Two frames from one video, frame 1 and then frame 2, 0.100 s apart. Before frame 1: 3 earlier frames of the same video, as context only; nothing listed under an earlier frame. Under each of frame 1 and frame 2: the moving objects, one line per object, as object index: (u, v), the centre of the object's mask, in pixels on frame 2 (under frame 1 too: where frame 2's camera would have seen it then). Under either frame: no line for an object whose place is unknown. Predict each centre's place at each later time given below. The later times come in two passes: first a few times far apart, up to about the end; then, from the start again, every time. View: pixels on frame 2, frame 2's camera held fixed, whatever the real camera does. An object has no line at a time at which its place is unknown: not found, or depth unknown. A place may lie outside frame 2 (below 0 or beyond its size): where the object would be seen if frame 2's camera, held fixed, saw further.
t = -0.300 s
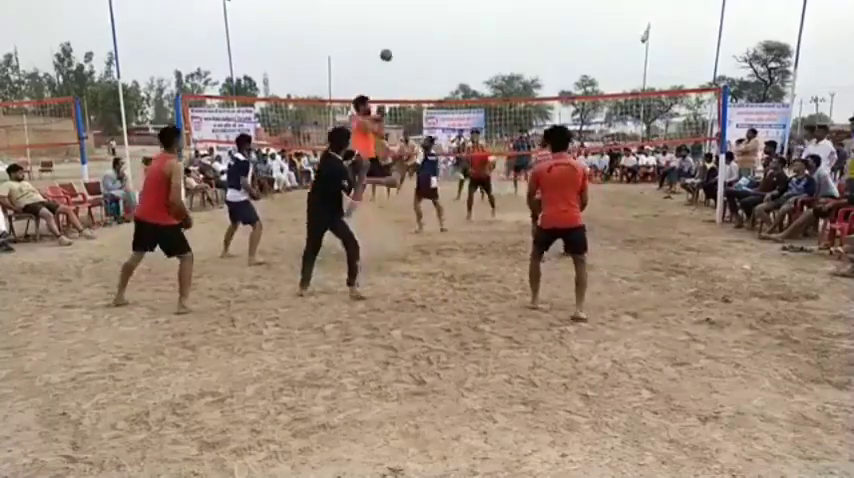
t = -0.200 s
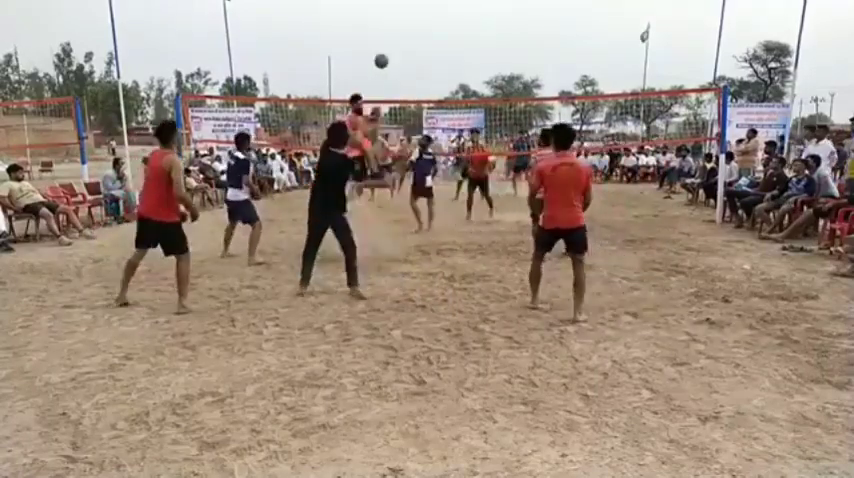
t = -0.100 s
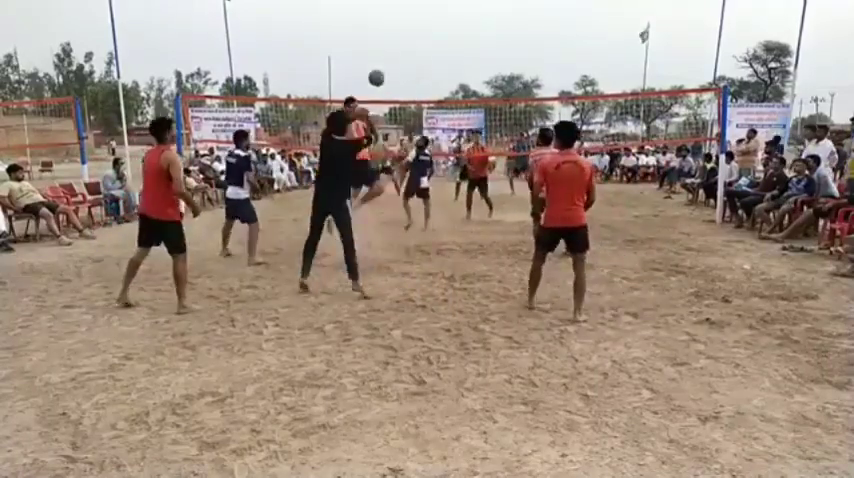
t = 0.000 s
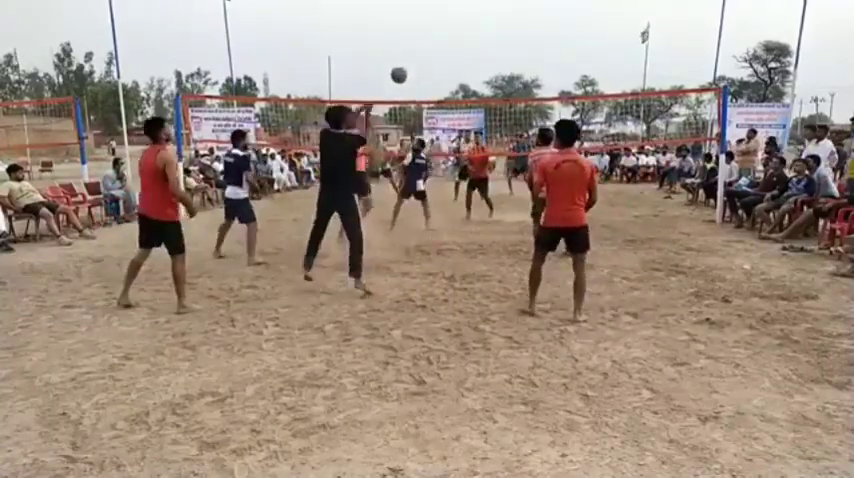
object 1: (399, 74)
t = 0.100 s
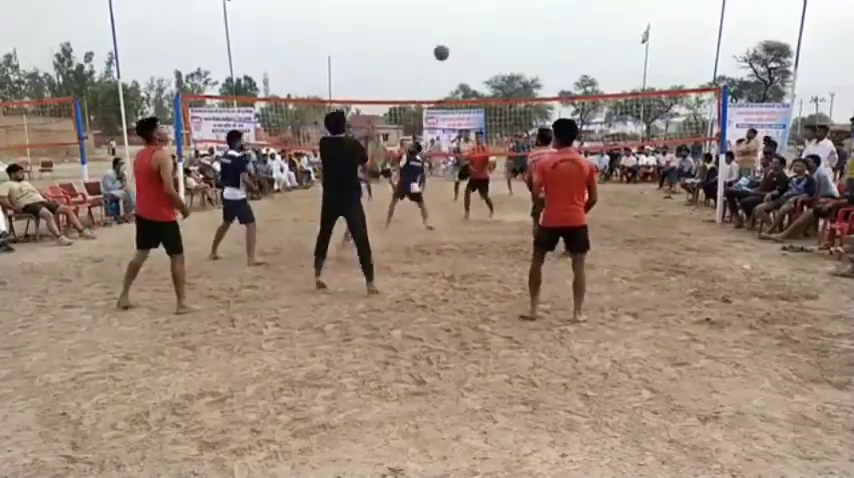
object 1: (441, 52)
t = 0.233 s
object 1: (487, 39)
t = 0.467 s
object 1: (547, 49)
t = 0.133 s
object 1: (453, 47)
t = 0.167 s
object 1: (465, 44)
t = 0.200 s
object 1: (477, 41)
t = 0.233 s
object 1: (487, 39)
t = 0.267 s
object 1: (497, 39)
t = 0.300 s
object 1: (506, 39)
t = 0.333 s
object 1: (515, 40)
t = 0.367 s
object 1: (524, 41)
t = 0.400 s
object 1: (532, 43)
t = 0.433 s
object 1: (540, 46)
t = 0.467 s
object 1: (547, 49)
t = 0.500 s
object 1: (554, 53)
